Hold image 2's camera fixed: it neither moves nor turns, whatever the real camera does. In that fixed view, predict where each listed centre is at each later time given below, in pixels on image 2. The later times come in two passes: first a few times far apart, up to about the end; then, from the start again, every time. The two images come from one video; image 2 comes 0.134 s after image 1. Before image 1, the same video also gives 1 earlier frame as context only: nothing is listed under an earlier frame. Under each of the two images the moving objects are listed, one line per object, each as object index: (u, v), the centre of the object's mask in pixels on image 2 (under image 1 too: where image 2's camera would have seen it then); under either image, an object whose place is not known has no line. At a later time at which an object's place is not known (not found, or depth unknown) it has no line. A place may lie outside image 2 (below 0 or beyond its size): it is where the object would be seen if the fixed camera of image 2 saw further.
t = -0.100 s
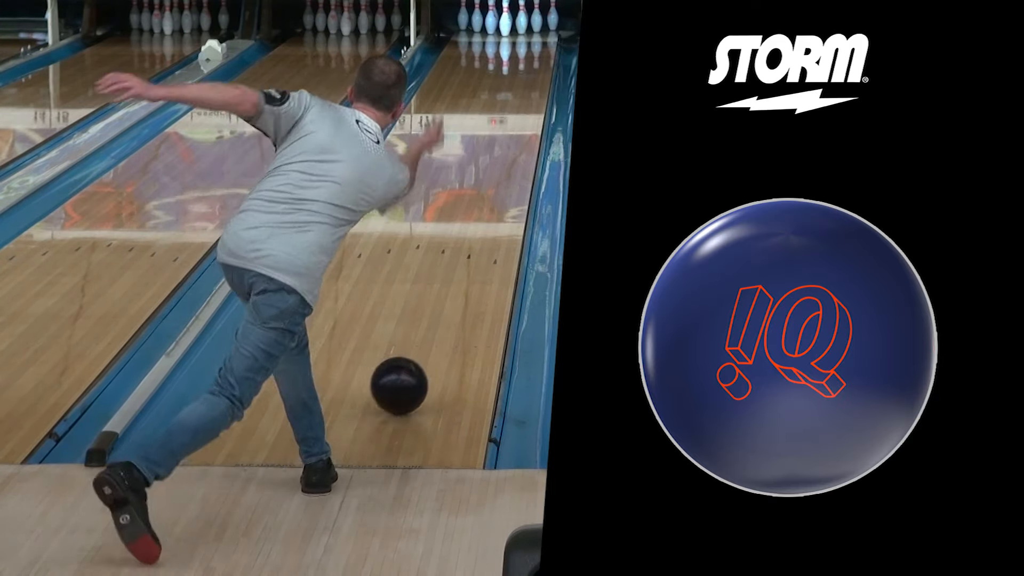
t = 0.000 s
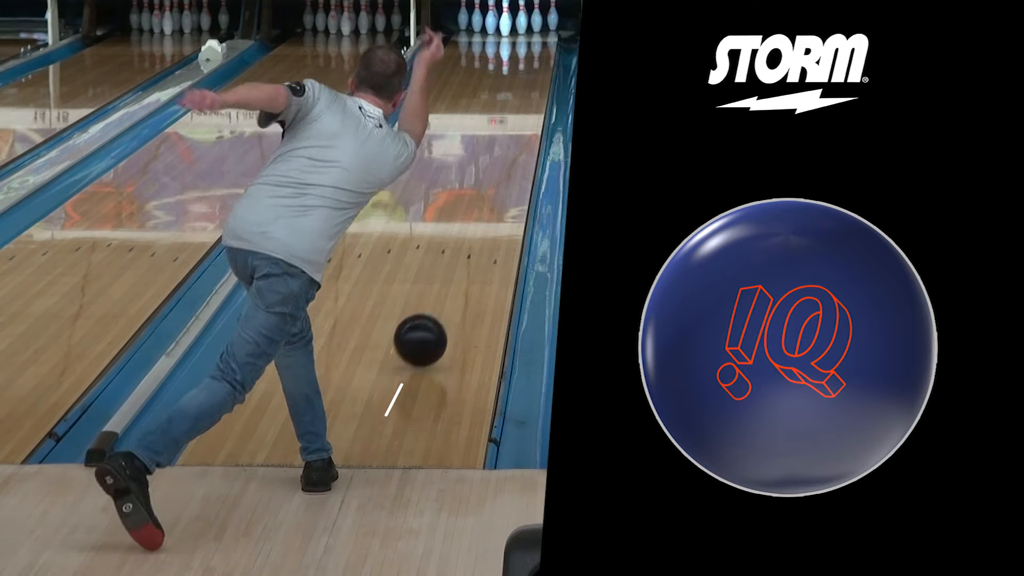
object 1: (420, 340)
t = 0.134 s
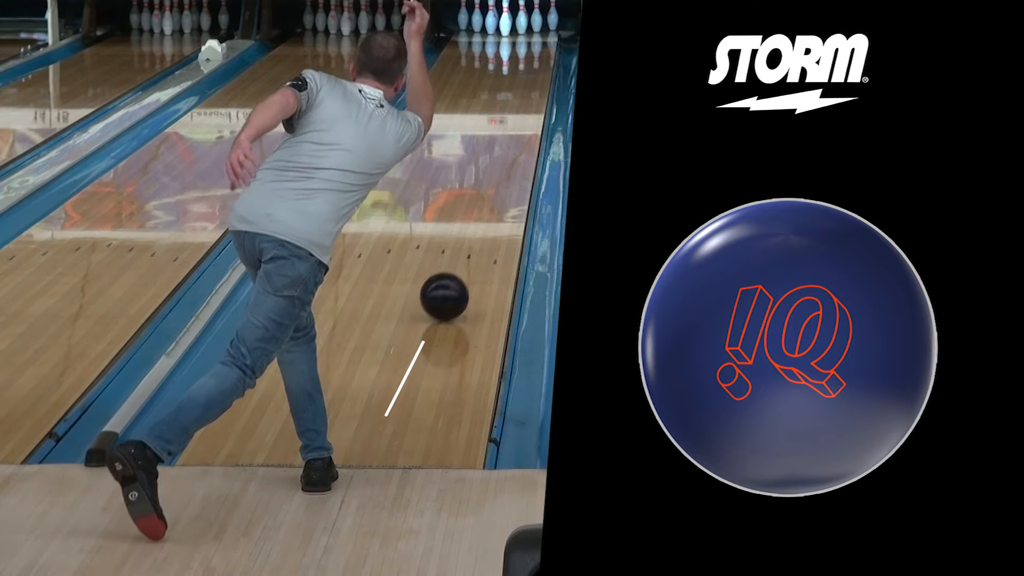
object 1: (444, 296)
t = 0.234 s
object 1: (459, 266)
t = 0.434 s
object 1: (484, 217)
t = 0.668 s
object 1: (505, 172)
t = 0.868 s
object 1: (519, 142)
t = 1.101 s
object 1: (529, 112)
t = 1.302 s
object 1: (534, 92)
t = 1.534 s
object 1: (535, 71)
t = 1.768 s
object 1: (531, 54)
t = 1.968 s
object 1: (524, 41)
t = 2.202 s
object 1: (513, 28)
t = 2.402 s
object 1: (513, 22)
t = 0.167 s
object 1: (450, 286)
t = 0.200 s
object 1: (454, 276)
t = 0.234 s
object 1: (459, 266)
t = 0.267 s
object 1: (464, 257)
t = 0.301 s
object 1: (468, 248)
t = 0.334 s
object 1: (472, 240)
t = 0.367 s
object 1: (476, 232)
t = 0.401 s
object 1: (480, 224)
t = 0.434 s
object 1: (484, 217)
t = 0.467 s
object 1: (487, 210)
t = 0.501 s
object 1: (491, 203)
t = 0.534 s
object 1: (494, 196)
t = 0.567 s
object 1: (497, 190)
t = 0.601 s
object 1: (500, 184)
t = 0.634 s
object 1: (502, 178)
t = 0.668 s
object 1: (505, 172)
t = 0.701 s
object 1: (508, 167)
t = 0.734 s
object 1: (510, 161)
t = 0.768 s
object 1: (513, 156)
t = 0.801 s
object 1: (515, 151)
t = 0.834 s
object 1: (517, 146)
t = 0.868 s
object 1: (519, 142)
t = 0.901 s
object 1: (521, 137)
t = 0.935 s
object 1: (522, 133)
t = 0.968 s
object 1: (524, 128)
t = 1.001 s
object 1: (525, 124)
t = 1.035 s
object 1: (527, 120)
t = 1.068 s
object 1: (528, 116)
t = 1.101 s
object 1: (529, 112)
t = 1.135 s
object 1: (530, 109)
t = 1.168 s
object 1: (531, 105)
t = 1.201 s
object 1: (532, 102)
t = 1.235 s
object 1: (533, 98)
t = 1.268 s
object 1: (533, 95)
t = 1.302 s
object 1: (534, 92)
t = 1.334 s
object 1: (534, 89)
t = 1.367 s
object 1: (535, 86)
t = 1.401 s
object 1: (535, 83)
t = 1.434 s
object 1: (535, 80)
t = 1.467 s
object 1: (535, 77)
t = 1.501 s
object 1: (535, 74)
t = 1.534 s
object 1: (535, 71)
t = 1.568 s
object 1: (535, 69)
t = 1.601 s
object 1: (534, 66)
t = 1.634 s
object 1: (534, 63)
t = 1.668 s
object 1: (533, 61)
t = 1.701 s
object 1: (532, 58)
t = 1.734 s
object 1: (532, 56)
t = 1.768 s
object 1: (531, 54)
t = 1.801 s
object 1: (530, 51)
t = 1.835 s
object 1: (529, 49)
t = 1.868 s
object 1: (527, 47)
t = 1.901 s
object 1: (526, 45)
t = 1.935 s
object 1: (525, 43)
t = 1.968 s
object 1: (524, 41)
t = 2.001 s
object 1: (523, 39)
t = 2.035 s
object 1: (521, 37)
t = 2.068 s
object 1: (520, 35)
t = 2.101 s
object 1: (518, 34)
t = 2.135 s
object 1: (517, 32)
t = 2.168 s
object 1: (515, 30)
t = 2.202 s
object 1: (513, 28)
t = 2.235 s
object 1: (513, 27)
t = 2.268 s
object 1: (513, 25)
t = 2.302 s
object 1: (512, 25)
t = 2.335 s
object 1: (512, 24)
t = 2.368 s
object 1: (512, 23)
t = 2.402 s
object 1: (513, 22)
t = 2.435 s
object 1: (514, 22)
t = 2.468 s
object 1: (515, 21)
